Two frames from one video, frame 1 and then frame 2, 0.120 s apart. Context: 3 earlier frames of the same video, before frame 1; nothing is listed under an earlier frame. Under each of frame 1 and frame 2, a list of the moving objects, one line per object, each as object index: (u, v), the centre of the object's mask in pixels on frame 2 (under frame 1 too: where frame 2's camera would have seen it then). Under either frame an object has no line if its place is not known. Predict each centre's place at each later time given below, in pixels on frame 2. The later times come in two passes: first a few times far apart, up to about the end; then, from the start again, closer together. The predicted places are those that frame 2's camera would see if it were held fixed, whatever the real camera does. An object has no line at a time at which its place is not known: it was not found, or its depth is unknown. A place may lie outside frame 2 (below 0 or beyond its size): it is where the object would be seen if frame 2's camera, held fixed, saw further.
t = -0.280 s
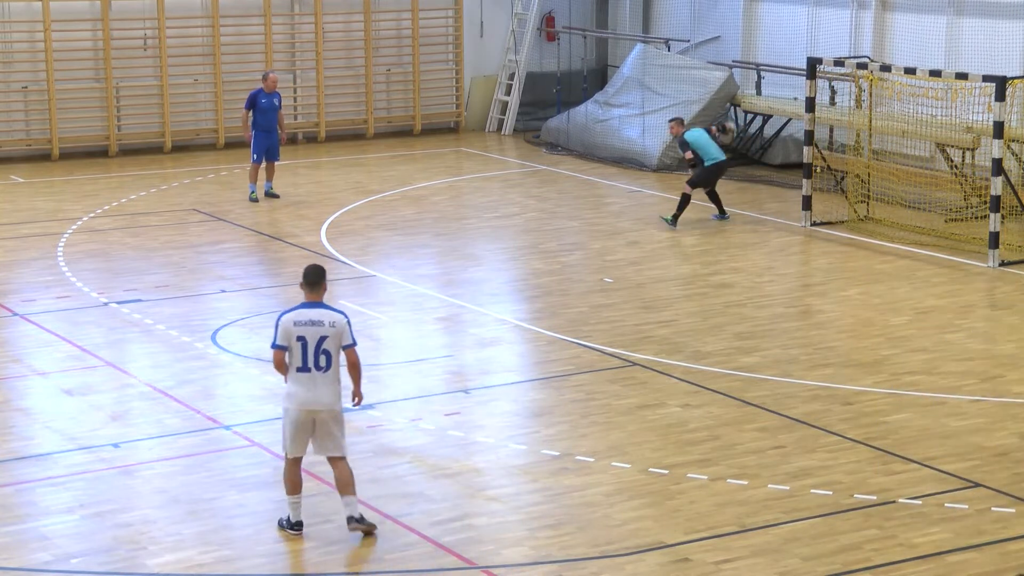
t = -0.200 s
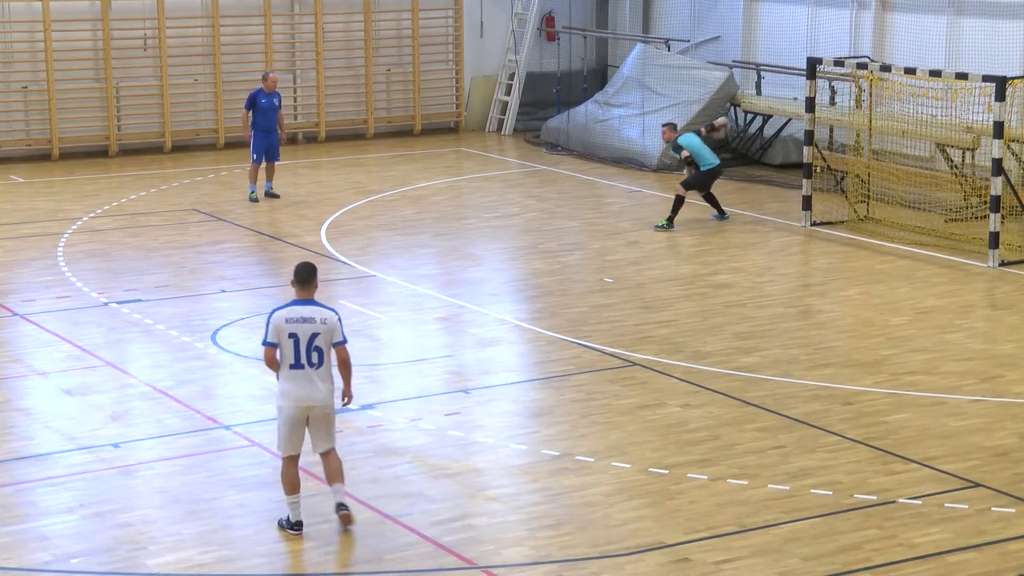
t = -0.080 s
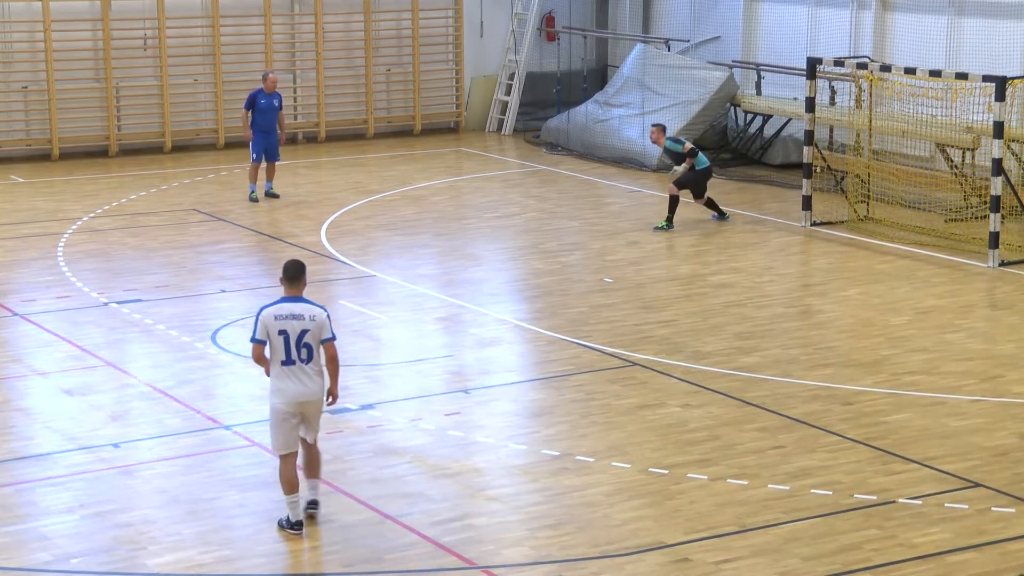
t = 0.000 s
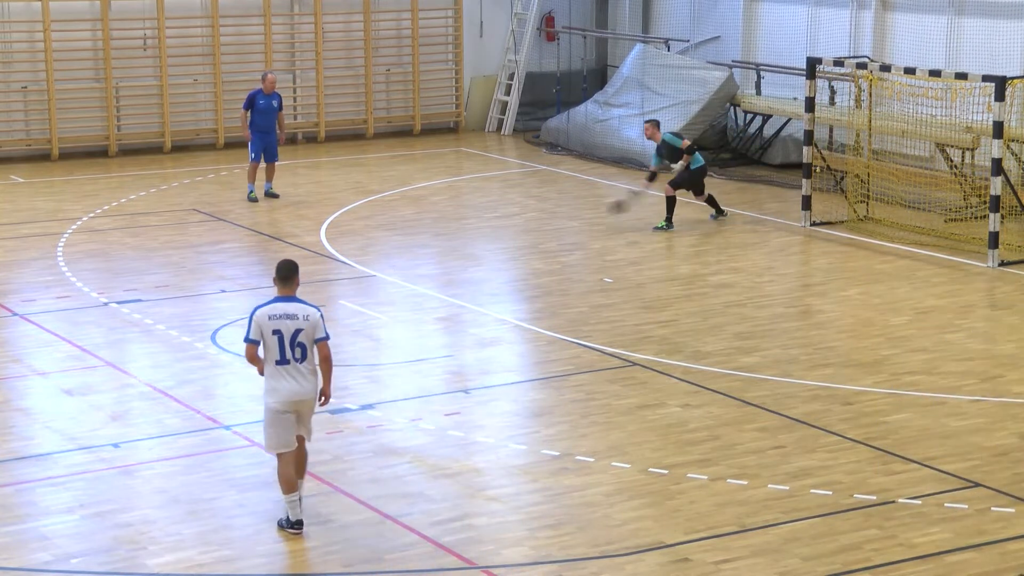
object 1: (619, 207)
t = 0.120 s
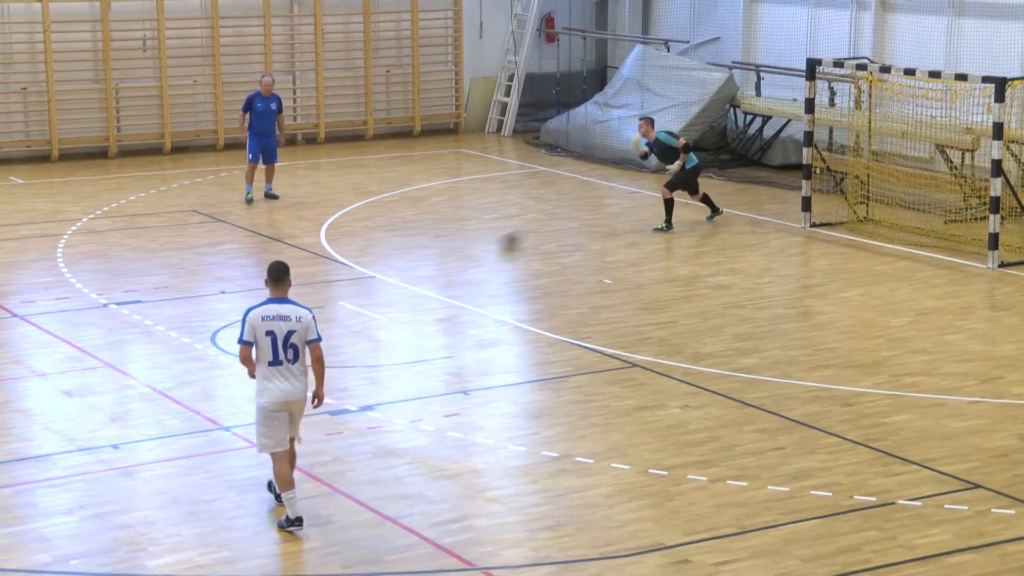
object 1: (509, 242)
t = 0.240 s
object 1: (415, 246)
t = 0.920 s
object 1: (-235, 343)
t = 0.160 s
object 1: (479, 242)
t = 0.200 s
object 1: (447, 242)
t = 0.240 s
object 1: (415, 246)
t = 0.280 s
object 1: (381, 250)
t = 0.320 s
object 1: (347, 256)
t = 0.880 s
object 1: (-190, 342)
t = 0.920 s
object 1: (-235, 343)
